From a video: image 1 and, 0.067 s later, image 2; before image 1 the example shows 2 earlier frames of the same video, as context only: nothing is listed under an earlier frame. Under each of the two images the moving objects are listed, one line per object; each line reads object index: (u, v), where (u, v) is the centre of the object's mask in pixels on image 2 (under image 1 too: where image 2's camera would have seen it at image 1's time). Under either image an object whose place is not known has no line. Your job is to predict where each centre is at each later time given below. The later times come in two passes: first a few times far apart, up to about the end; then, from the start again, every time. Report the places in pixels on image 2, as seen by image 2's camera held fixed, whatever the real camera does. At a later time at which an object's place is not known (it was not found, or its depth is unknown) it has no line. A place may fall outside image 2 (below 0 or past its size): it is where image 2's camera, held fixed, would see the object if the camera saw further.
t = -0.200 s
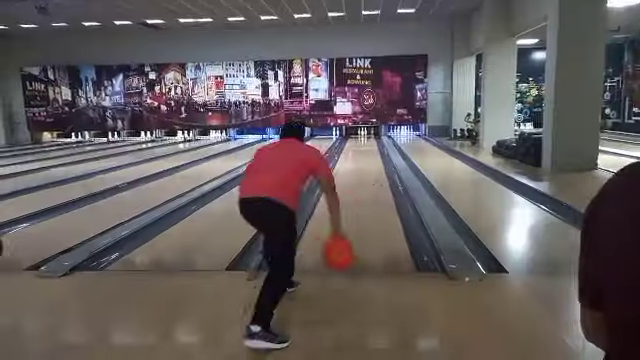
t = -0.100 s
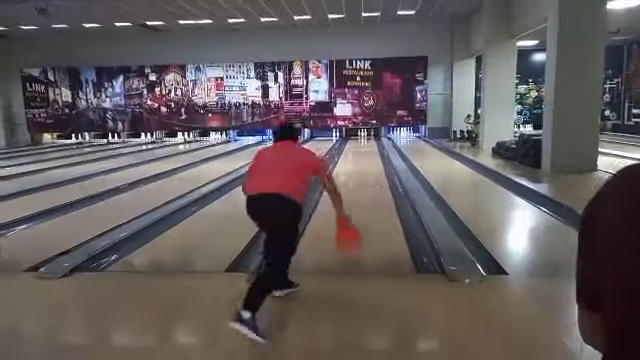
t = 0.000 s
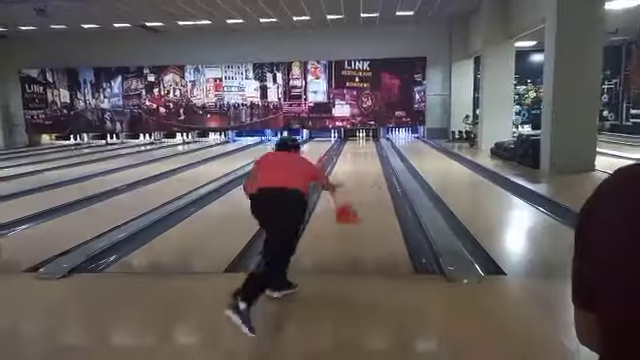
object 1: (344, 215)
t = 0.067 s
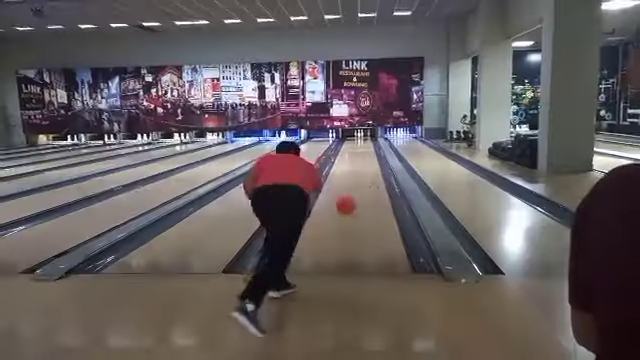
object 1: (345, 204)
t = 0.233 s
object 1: (347, 200)
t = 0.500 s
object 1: (347, 181)
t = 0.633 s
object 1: (348, 173)
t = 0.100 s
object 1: (345, 203)
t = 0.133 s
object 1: (346, 202)
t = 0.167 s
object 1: (346, 202)
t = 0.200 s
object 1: (346, 203)
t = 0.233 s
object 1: (347, 200)
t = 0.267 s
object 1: (347, 196)
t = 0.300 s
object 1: (347, 191)
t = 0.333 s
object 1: (347, 189)
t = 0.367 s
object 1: (348, 188)
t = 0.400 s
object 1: (347, 187)
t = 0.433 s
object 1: (347, 184)
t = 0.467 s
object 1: (347, 182)
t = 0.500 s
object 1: (347, 181)
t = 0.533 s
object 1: (347, 179)
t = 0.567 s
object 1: (347, 177)
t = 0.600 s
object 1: (347, 175)
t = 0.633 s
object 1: (348, 173)
